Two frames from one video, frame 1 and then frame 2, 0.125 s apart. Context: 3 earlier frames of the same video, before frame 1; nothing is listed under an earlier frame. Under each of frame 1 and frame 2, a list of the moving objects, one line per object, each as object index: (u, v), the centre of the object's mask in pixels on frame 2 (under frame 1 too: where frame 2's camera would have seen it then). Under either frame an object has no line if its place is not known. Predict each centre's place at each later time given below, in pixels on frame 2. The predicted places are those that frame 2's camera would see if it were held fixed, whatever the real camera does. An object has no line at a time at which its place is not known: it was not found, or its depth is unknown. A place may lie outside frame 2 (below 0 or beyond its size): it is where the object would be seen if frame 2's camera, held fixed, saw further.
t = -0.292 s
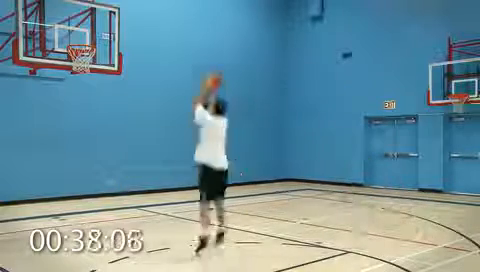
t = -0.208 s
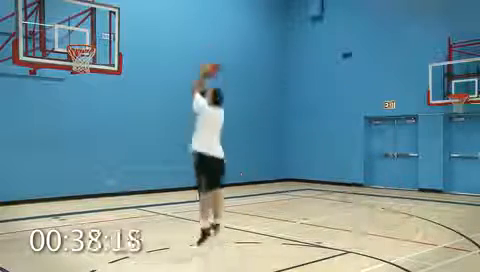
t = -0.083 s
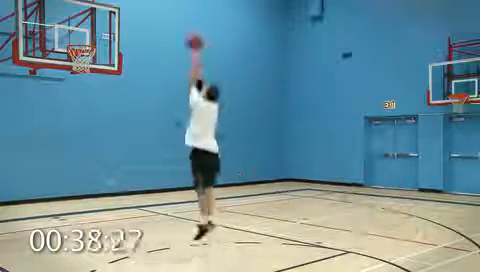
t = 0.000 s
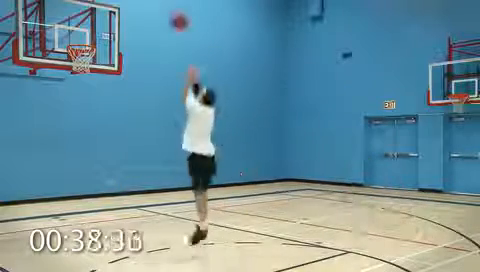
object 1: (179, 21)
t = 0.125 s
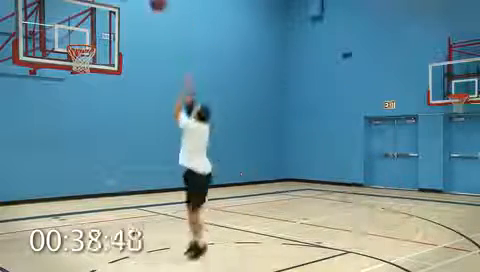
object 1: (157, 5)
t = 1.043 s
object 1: (95, 106)
